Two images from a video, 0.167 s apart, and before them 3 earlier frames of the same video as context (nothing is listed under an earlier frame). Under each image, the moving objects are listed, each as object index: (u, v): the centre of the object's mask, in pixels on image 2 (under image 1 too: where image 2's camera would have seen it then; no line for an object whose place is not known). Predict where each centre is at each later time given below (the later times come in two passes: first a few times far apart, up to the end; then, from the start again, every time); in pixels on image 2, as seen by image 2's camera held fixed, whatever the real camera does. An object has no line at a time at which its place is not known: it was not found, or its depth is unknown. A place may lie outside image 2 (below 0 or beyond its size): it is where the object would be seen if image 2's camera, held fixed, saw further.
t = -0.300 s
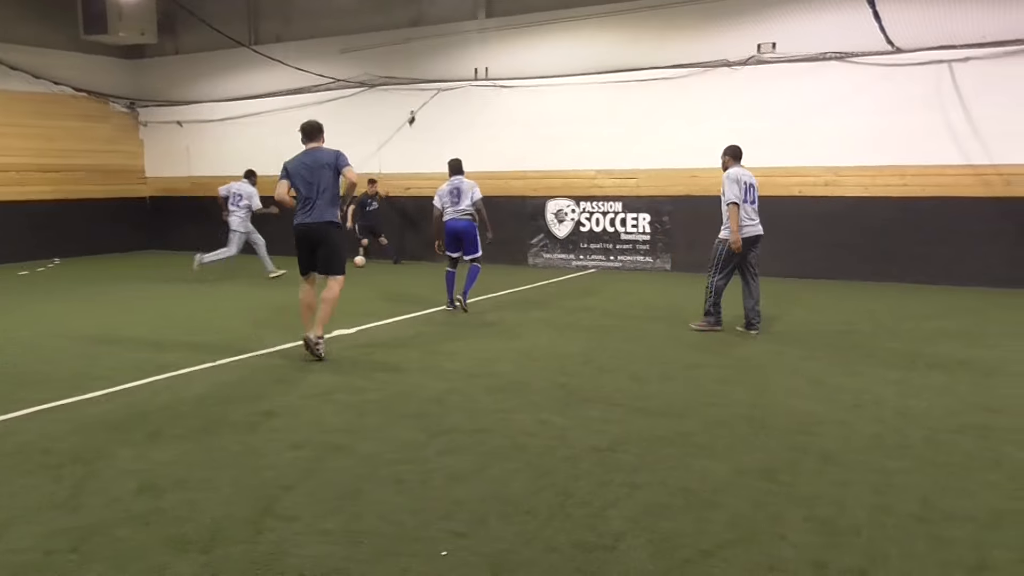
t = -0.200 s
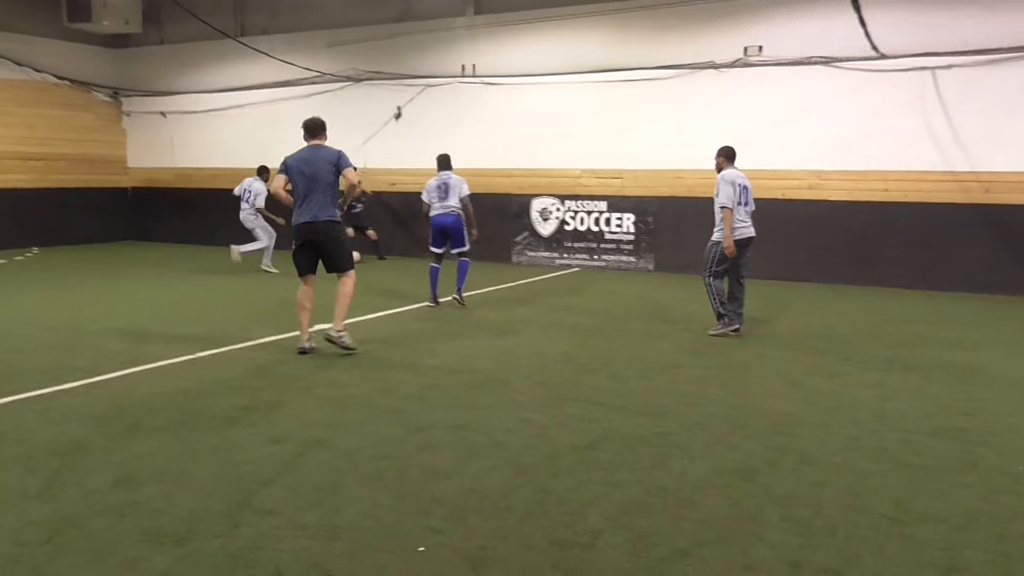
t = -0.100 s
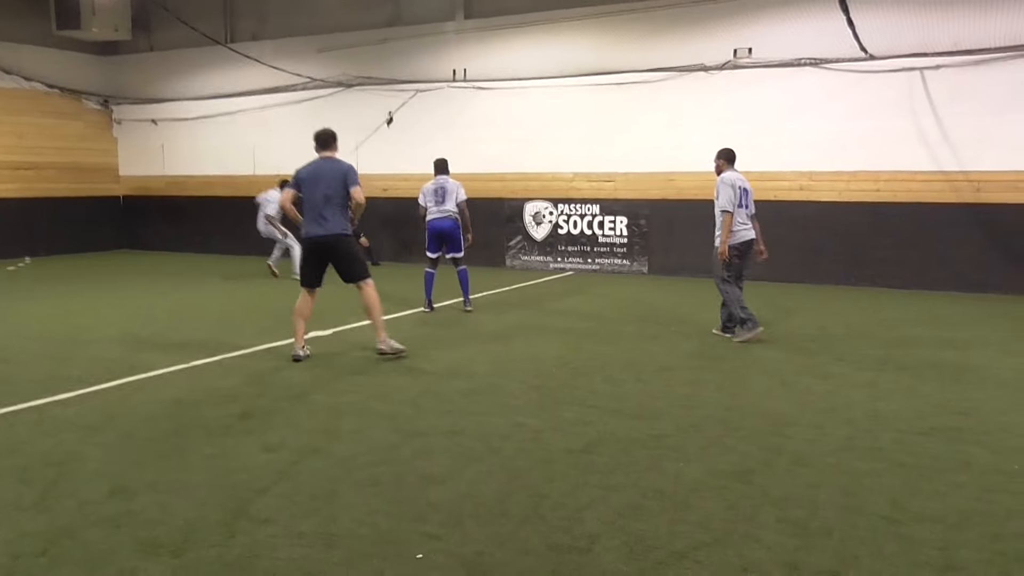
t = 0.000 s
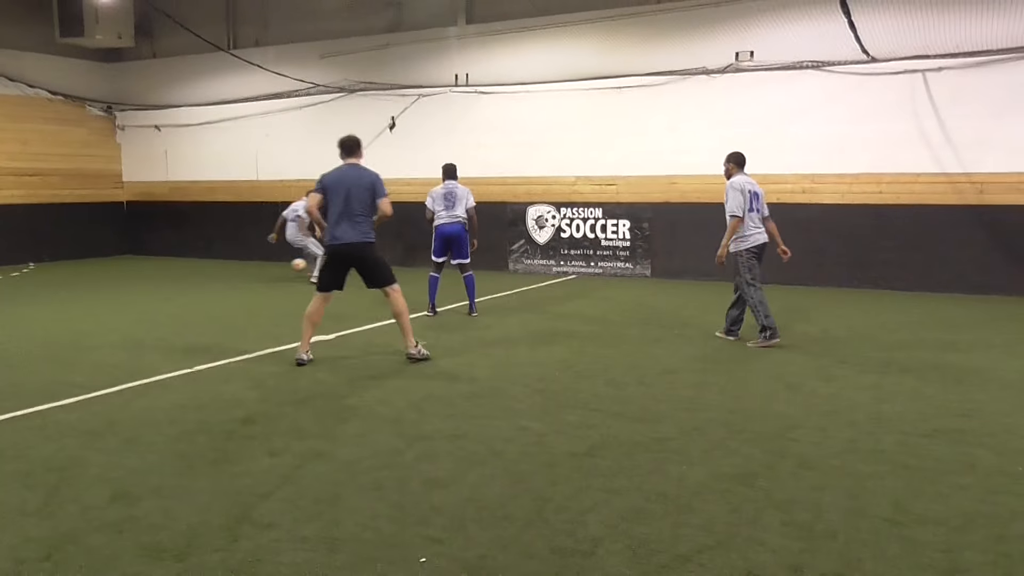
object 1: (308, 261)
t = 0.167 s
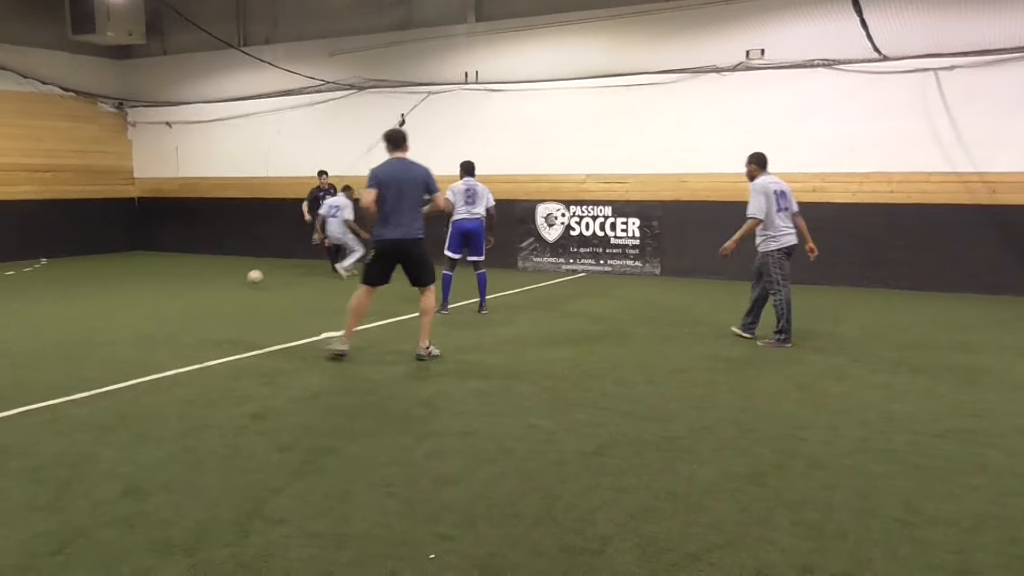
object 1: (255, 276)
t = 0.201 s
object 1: (243, 283)
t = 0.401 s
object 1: (190, 290)
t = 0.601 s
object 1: (141, 299)
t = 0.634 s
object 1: (134, 303)
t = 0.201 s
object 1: (243, 283)
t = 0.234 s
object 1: (234, 283)
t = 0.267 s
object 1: (225, 283)
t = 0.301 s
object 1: (217, 283)
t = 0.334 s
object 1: (208, 285)
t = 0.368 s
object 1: (199, 287)
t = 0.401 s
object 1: (190, 290)
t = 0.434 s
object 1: (181, 294)
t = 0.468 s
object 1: (173, 294)
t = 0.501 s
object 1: (165, 294)
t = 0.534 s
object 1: (158, 294)
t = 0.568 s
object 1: (149, 296)
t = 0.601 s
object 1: (141, 299)
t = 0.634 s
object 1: (134, 303)
